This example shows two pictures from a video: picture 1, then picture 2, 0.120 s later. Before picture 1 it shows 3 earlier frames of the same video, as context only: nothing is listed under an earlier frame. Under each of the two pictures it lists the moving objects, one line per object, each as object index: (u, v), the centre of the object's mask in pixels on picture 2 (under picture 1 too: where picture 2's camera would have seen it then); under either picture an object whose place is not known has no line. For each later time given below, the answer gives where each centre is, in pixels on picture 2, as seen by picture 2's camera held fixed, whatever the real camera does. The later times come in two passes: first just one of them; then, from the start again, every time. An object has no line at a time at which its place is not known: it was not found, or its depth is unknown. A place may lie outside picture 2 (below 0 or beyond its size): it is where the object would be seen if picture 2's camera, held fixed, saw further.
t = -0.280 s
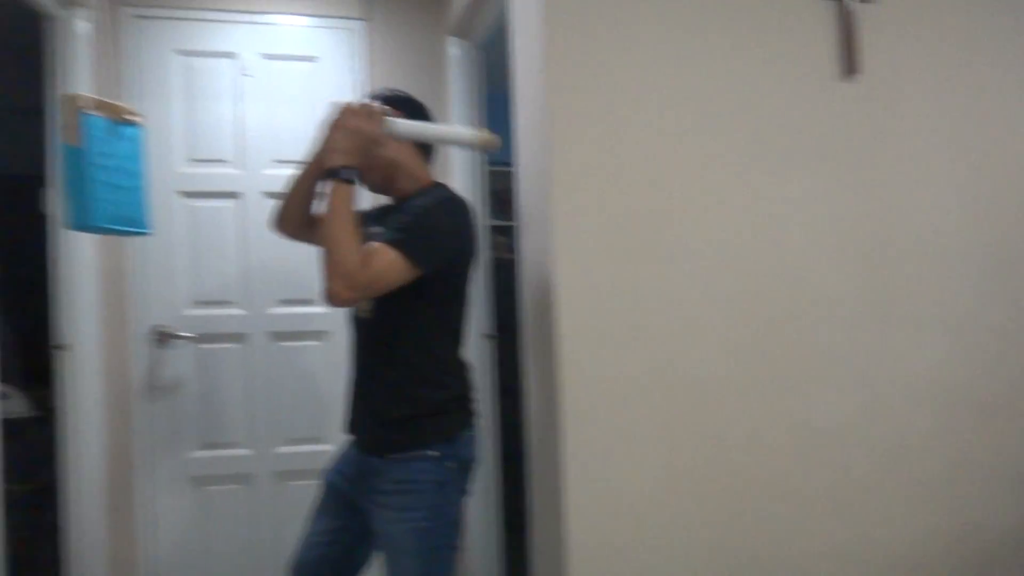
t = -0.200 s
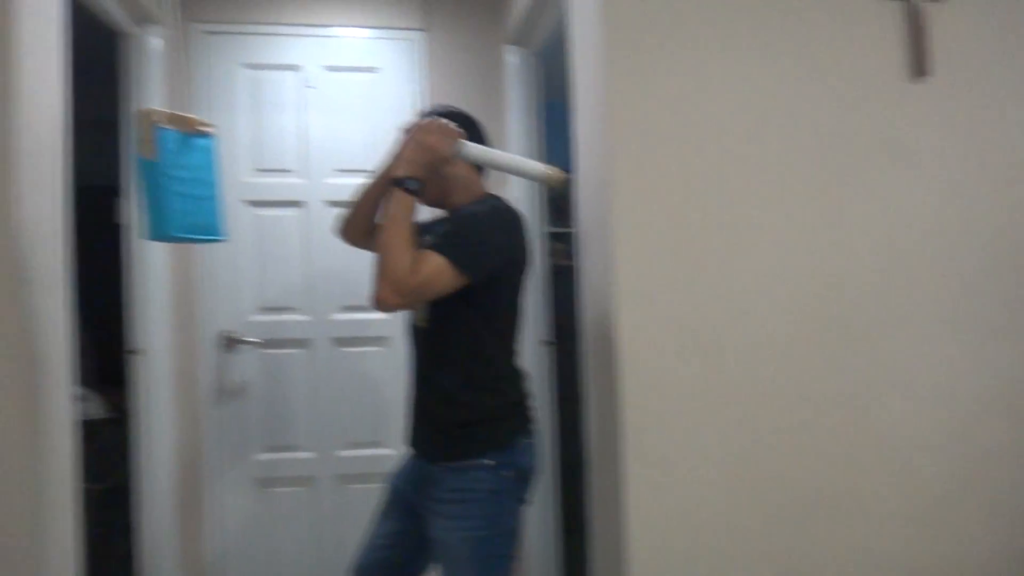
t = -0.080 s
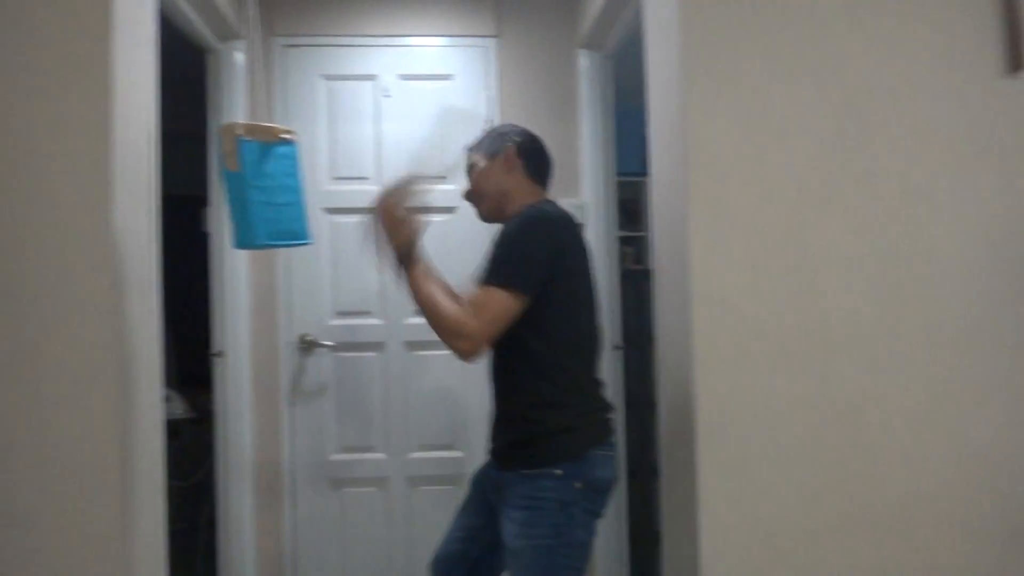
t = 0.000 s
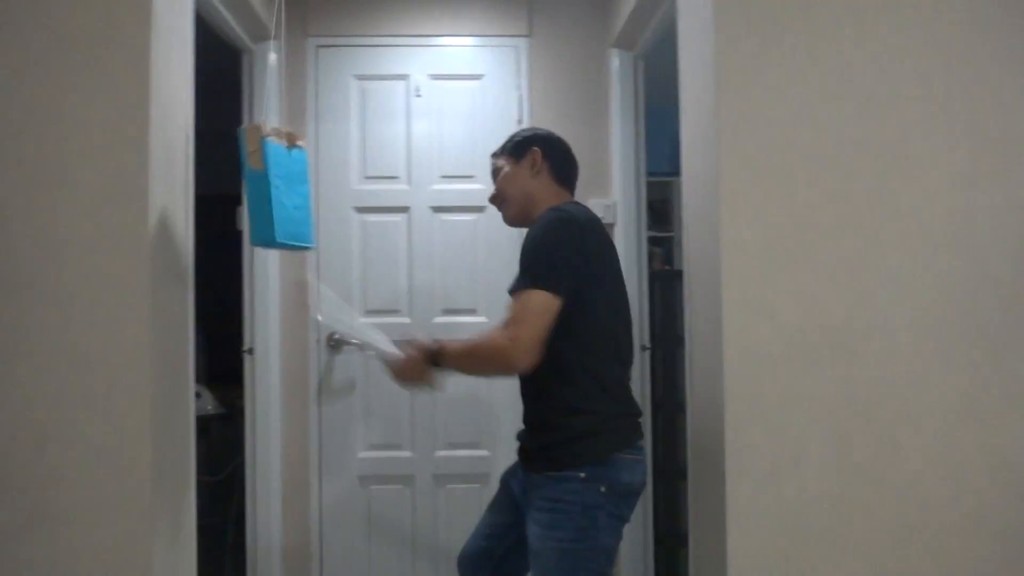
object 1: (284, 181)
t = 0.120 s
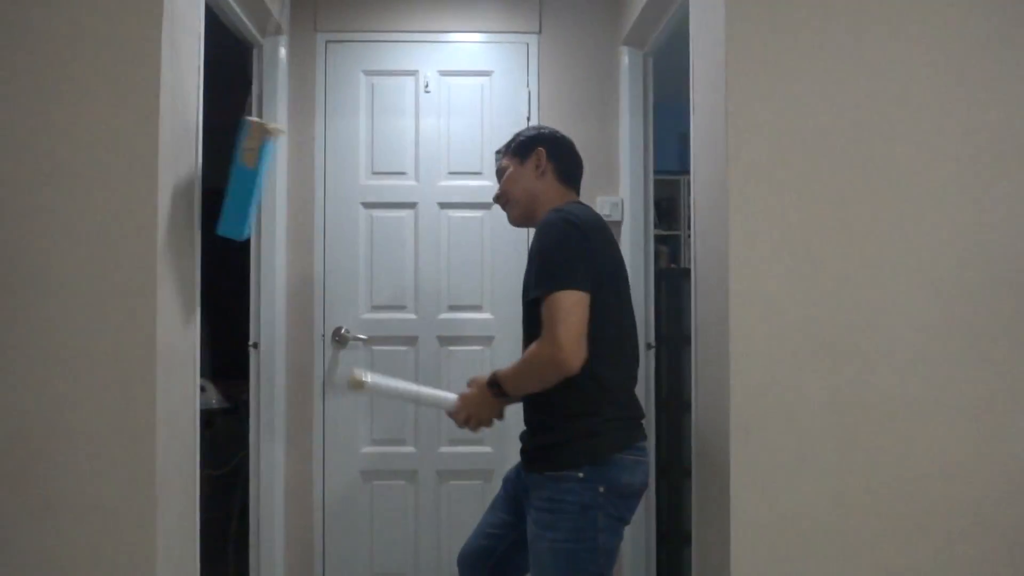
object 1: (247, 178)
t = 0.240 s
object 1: (222, 165)
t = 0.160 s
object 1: (231, 178)
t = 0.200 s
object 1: (223, 171)
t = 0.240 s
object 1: (222, 165)
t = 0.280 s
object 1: (220, 162)
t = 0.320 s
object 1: (218, 160)
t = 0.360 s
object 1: (217, 160)
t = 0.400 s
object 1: (218, 158)
